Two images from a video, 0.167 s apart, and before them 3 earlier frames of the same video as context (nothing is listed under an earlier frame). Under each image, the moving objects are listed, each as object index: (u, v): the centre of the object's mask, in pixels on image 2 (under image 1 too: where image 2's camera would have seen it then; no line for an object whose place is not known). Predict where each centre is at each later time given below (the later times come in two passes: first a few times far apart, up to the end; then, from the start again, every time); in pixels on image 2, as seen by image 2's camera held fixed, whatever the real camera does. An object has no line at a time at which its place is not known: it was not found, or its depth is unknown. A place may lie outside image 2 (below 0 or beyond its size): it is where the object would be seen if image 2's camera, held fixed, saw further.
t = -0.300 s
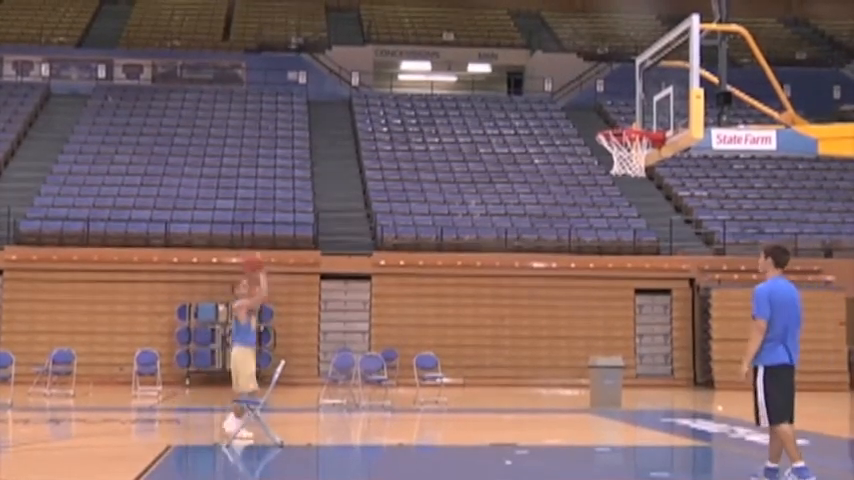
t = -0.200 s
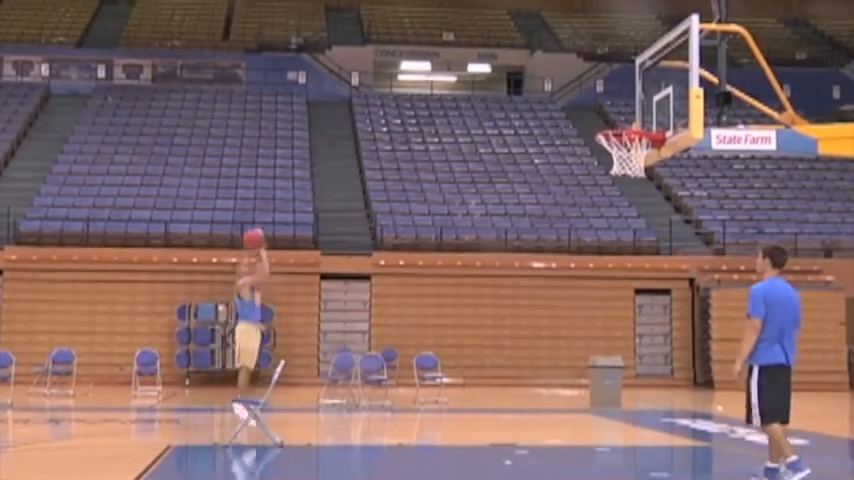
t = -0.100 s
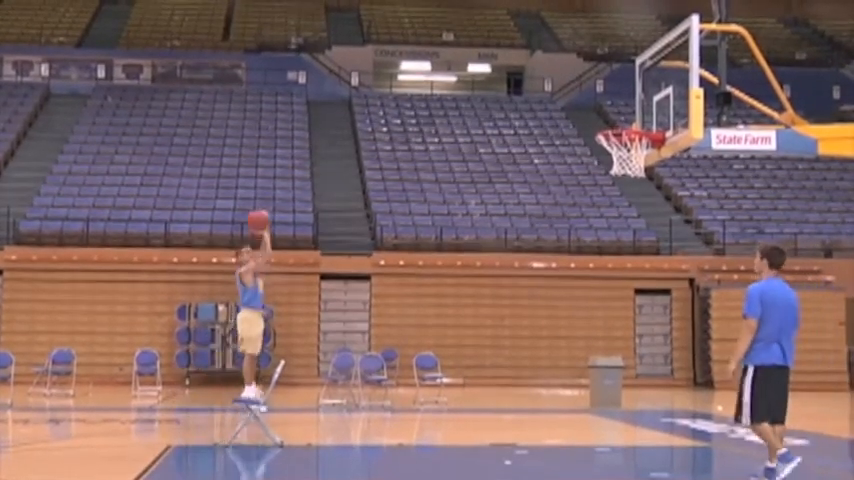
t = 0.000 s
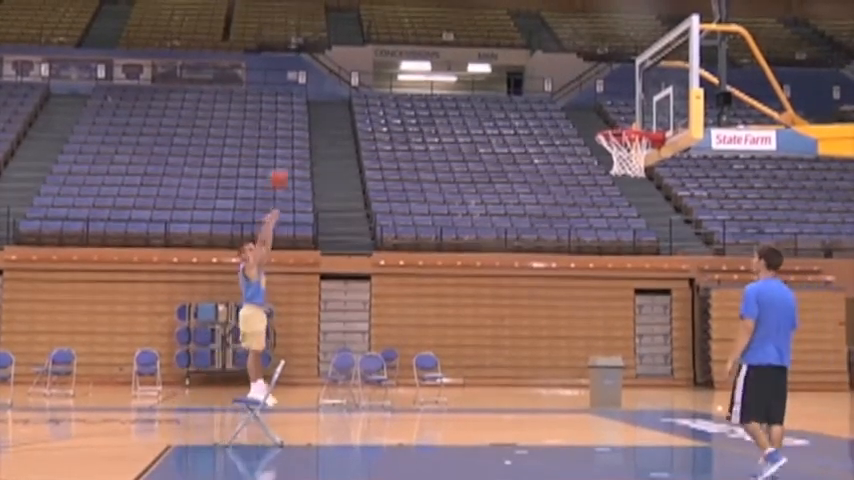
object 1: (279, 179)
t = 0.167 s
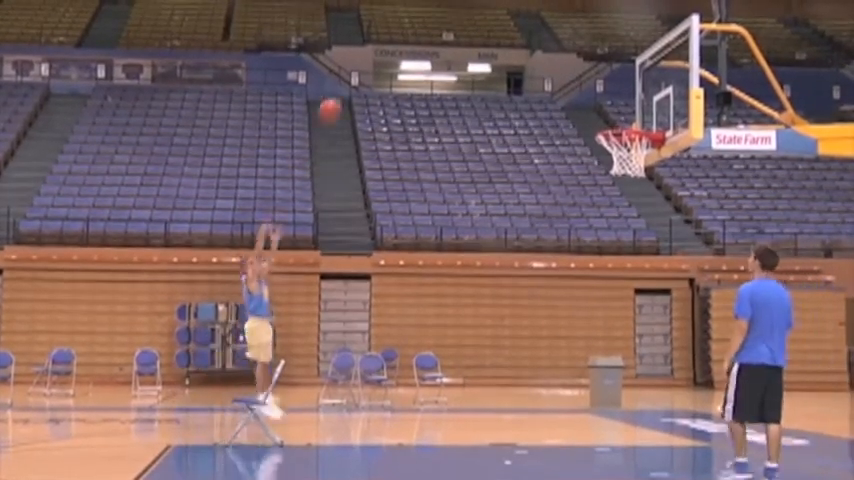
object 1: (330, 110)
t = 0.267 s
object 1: (361, 80)
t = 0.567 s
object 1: (459, 38)
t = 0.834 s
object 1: (554, 73)
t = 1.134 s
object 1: (645, 112)
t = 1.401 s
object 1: (617, 97)
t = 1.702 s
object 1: (568, 164)
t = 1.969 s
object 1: (525, 301)
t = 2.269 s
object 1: (492, 394)
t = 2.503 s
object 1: (490, 302)
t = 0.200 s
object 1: (340, 98)
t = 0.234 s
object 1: (351, 89)
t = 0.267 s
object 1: (361, 80)
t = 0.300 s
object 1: (372, 72)
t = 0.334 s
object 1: (383, 63)
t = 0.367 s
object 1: (393, 57)
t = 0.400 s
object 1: (405, 50)
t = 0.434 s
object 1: (415, 47)
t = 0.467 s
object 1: (426, 43)
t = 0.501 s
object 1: (438, 40)
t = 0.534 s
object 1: (448, 38)
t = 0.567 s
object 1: (459, 38)
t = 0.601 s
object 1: (470, 38)
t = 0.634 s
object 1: (483, 40)
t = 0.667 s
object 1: (494, 43)
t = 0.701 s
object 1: (505, 46)
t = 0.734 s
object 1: (518, 52)
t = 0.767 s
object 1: (530, 58)
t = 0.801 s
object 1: (541, 65)
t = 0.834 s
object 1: (554, 73)
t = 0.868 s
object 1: (566, 83)
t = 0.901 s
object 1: (578, 95)
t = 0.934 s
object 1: (590, 107)
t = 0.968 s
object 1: (602, 118)
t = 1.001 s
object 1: (612, 120)
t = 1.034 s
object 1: (622, 119)
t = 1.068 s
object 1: (634, 120)
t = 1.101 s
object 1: (640, 117)
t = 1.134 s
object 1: (645, 112)
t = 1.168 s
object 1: (651, 107)
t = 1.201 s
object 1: (649, 102)
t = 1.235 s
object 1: (644, 99)
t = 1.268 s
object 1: (639, 96)
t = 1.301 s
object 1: (633, 96)
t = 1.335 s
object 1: (628, 95)
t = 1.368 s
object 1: (622, 95)
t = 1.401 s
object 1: (617, 97)
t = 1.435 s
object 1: (611, 101)
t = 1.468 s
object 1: (605, 104)
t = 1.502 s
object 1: (600, 110)
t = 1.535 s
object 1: (595, 117)
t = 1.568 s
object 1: (589, 124)
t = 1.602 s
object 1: (584, 132)
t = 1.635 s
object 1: (579, 142)
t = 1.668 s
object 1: (573, 153)
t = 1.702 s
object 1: (568, 164)
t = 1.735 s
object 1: (563, 176)
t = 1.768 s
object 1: (558, 191)
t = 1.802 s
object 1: (552, 205)
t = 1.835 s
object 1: (548, 221)
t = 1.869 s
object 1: (543, 240)
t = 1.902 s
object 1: (536, 258)
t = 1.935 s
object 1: (531, 281)
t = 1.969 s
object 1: (525, 301)
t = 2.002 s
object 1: (520, 323)
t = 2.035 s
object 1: (515, 345)
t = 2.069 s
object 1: (509, 366)
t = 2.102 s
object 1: (504, 391)
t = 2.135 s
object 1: (499, 416)
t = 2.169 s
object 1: (494, 441)
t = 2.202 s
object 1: (493, 430)
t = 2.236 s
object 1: (493, 411)
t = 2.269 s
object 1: (492, 394)
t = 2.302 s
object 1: (492, 376)
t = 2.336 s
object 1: (492, 361)
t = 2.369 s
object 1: (491, 346)
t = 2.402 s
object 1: (491, 333)
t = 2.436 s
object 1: (491, 322)
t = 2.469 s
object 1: (491, 310)
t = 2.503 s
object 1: (490, 302)
